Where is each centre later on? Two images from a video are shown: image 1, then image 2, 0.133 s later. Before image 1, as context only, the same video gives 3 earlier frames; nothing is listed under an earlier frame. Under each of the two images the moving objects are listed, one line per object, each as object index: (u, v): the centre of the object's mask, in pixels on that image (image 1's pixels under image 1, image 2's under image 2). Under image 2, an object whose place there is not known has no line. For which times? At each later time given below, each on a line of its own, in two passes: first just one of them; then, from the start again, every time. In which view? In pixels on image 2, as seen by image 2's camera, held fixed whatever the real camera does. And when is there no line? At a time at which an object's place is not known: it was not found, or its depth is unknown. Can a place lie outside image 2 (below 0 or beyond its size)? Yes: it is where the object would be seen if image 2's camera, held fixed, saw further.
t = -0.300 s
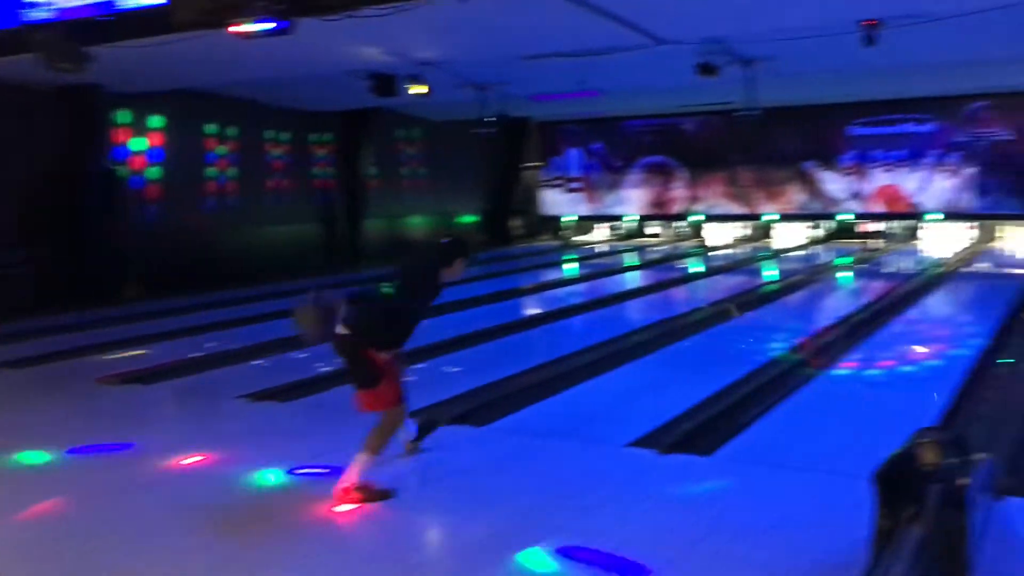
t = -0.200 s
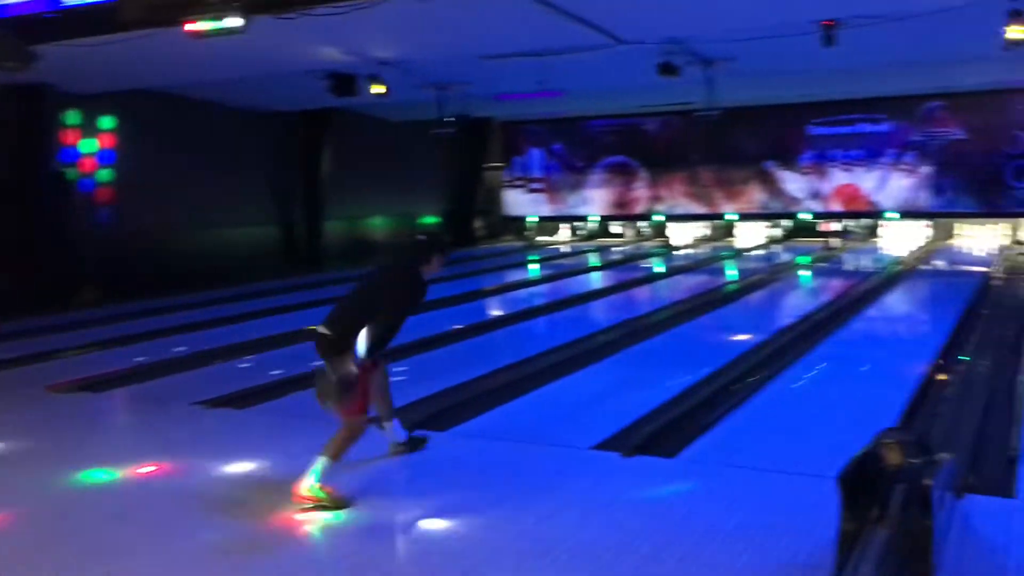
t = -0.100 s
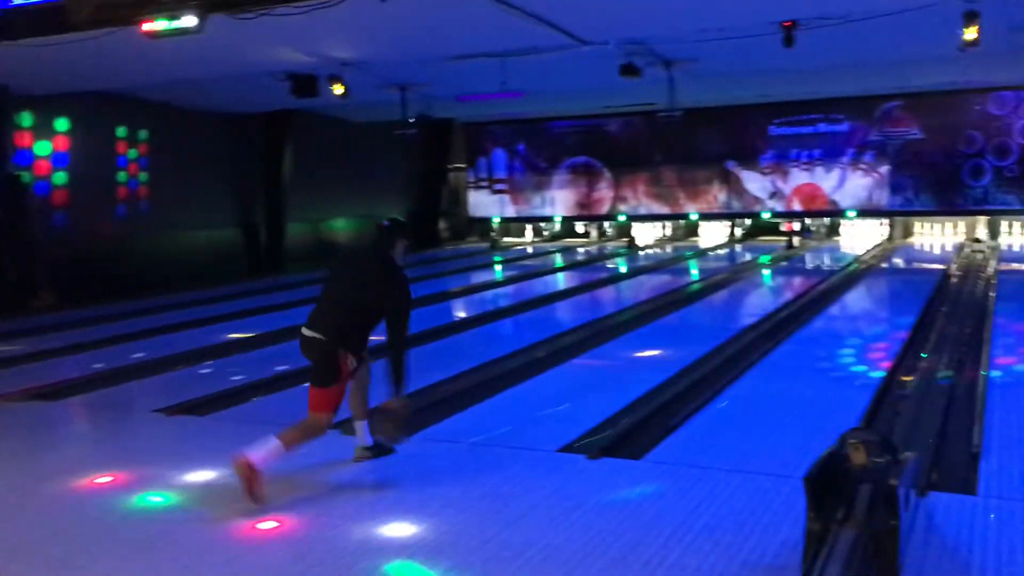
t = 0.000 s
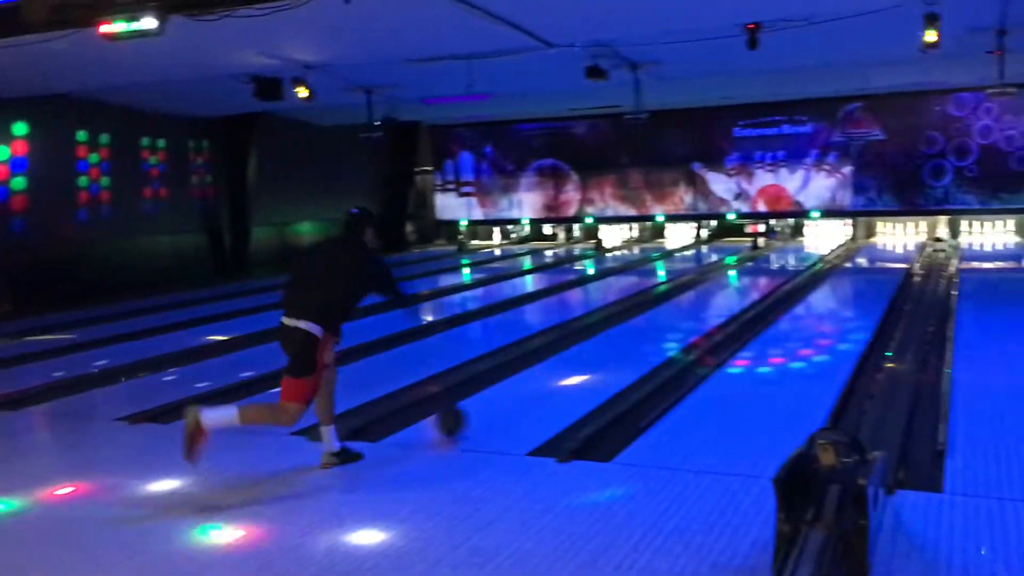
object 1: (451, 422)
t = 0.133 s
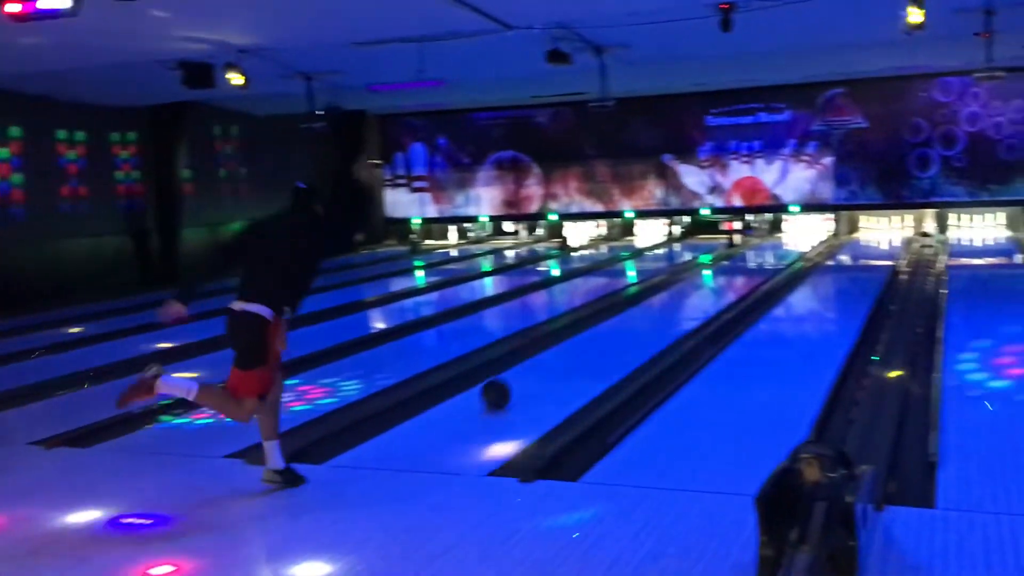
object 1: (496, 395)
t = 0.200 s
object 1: (532, 376)
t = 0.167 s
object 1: (515, 386)
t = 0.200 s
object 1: (532, 376)
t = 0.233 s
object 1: (548, 368)
